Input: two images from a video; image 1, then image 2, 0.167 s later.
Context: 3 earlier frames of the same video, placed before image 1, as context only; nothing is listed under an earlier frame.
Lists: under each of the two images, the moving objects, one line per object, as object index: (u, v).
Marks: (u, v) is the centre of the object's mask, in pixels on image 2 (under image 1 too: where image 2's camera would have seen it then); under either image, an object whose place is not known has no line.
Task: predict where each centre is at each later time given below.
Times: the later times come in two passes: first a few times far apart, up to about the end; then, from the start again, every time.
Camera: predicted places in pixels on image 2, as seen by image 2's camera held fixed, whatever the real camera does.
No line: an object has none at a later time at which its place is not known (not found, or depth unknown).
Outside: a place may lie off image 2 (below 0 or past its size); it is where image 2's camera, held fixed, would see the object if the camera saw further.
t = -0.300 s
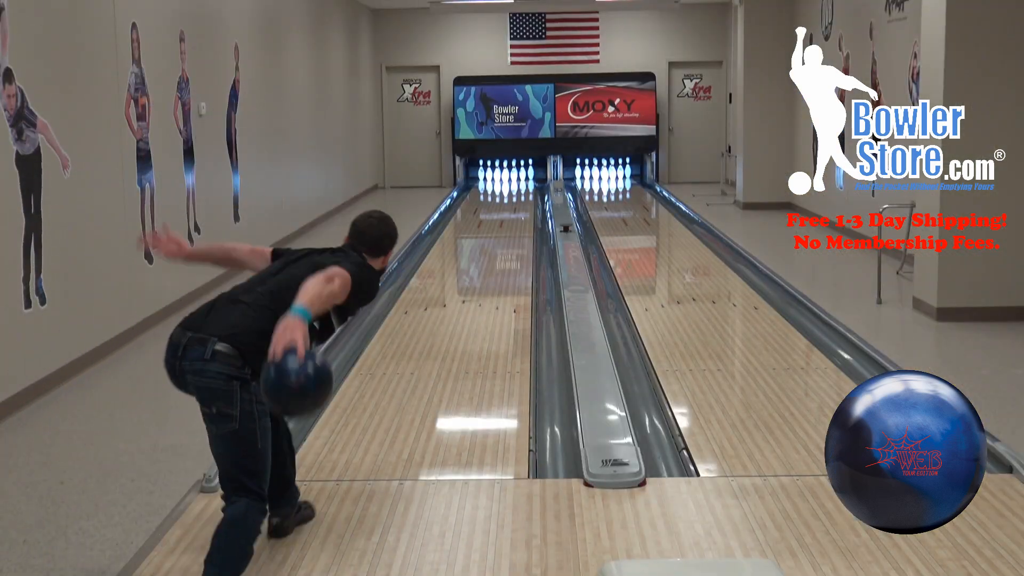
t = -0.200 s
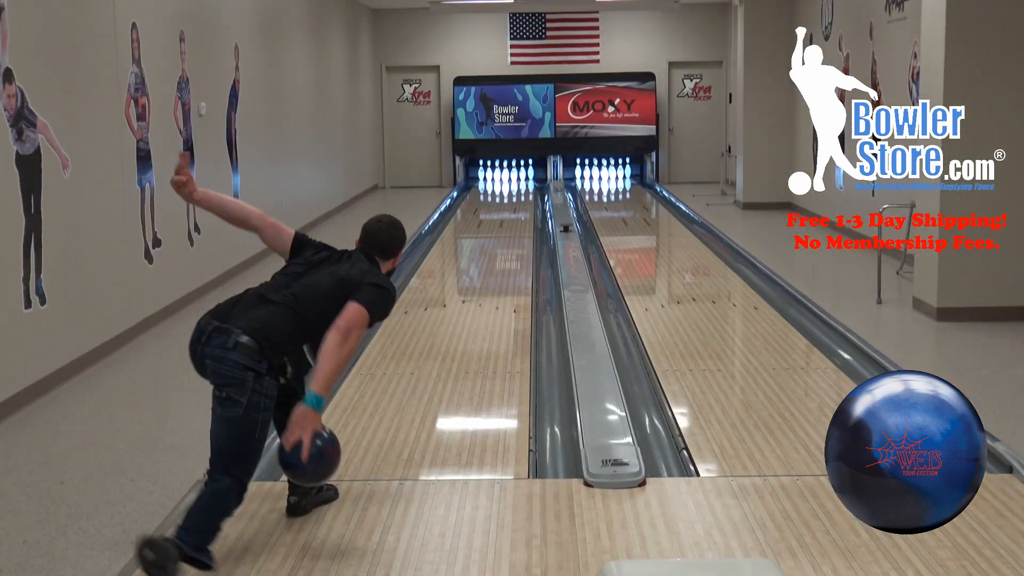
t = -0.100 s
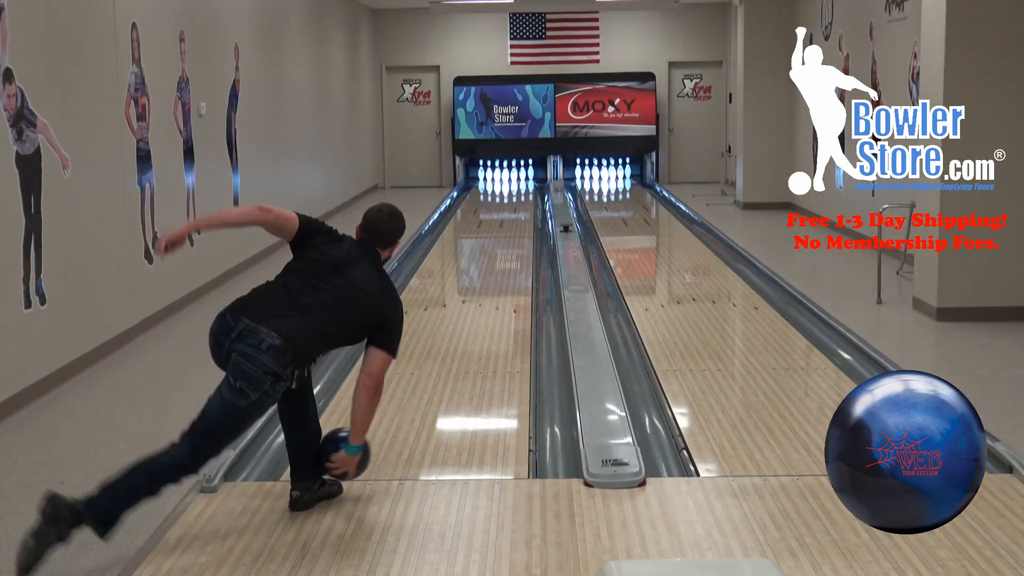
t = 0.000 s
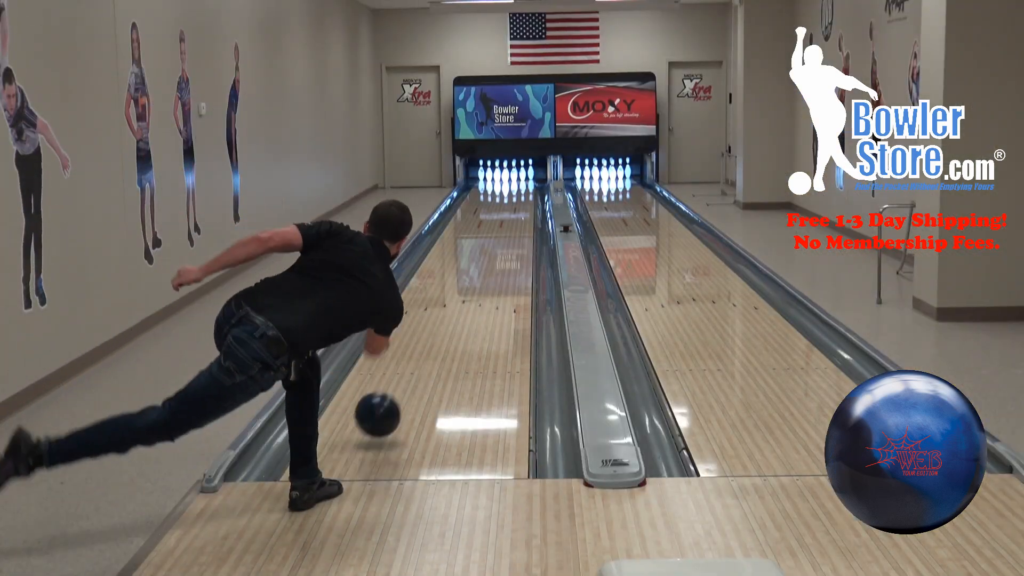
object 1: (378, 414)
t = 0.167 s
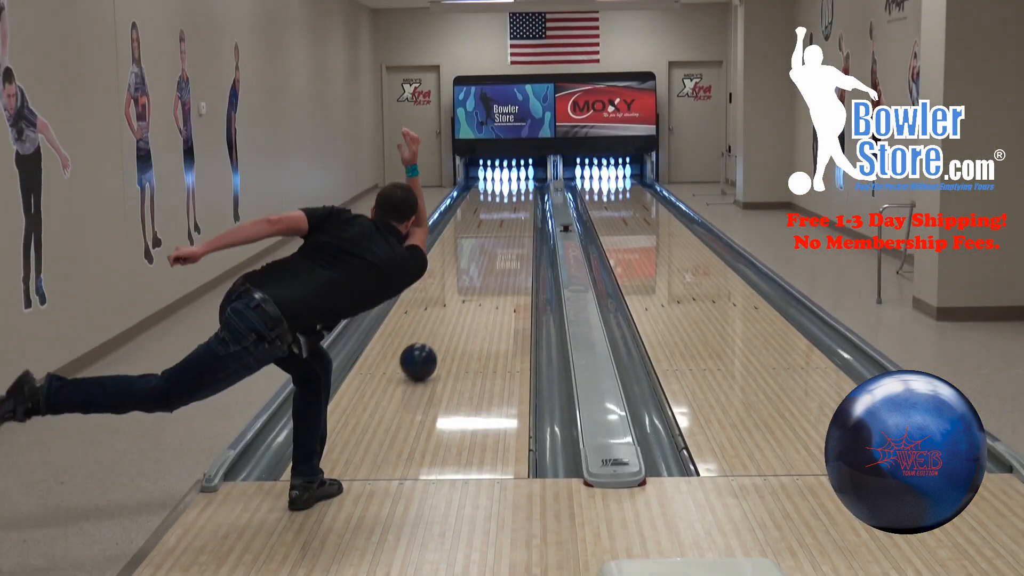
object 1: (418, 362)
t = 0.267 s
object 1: (436, 335)
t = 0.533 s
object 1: (469, 284)
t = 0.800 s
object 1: (490, 251)
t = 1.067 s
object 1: (503, 228)
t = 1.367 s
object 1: (513, 208)
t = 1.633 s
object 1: (518, 196)
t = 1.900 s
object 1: (517, 186)
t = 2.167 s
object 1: (511, 177)
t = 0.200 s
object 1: (425, 352)
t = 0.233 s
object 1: (430, 344)
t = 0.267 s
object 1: (436, 335)
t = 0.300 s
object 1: (441, 327)
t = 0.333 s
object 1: (446, 320)
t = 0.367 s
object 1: (450, 314)
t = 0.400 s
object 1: (455, 307)
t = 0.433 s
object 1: (458, 301)
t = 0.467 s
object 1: (462, 295)
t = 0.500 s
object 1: (466, 290)
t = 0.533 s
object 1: (469, 284)
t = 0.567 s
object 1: (472, 280)
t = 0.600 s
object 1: (475, 275)
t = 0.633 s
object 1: (478, 270)
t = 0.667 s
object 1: (480, 266)
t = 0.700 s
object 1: (483, 262)
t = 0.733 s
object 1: (485, 259)
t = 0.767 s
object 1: (488, 255)
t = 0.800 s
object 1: (490, 251)
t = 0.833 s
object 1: (492, 248)
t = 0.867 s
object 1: (493, 245)
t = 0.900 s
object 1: (495, 241)
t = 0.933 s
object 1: (497, 239)
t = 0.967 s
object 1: (499, 236)
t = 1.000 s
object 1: (500, 233)
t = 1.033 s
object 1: (502, 230)
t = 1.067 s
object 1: (503, 228)
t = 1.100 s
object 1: (505, 225)
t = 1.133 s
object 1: (506, 223)
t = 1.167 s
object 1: (507, 221)
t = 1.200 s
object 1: (508, 218)
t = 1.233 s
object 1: (509, 216)
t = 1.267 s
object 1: (510, 214)
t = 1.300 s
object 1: (511, 212)
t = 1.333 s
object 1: (512, 211)
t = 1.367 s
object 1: (513, 208)
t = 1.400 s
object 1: (514, 207)
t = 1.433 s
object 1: (515, 205)
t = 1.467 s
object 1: (515, 203)
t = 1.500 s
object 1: (516, 202)
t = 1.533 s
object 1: (517, 200)
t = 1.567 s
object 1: (517, 199)
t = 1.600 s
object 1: (518, 197)
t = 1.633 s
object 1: (518, 196)
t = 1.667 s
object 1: (518, 194)
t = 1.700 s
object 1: (519, 193)
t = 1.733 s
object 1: (518, 192)
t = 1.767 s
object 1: (518, 191)
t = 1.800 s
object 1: (518, 189)
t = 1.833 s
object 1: (518, 188)
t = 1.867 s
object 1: (518, 187)
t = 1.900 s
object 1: (517, 186)
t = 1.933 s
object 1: (517, 185)
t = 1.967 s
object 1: (516, 184)
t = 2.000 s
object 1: (515, 182)
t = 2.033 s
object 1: (515, 182)
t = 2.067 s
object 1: (514, 181)
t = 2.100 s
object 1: (513, 180)
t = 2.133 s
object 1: (512, 179)
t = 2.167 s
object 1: (511, 177)
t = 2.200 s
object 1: (510, 177)
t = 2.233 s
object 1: (509, 177)
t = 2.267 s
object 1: (510, 176)
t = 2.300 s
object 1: (509, 175)
